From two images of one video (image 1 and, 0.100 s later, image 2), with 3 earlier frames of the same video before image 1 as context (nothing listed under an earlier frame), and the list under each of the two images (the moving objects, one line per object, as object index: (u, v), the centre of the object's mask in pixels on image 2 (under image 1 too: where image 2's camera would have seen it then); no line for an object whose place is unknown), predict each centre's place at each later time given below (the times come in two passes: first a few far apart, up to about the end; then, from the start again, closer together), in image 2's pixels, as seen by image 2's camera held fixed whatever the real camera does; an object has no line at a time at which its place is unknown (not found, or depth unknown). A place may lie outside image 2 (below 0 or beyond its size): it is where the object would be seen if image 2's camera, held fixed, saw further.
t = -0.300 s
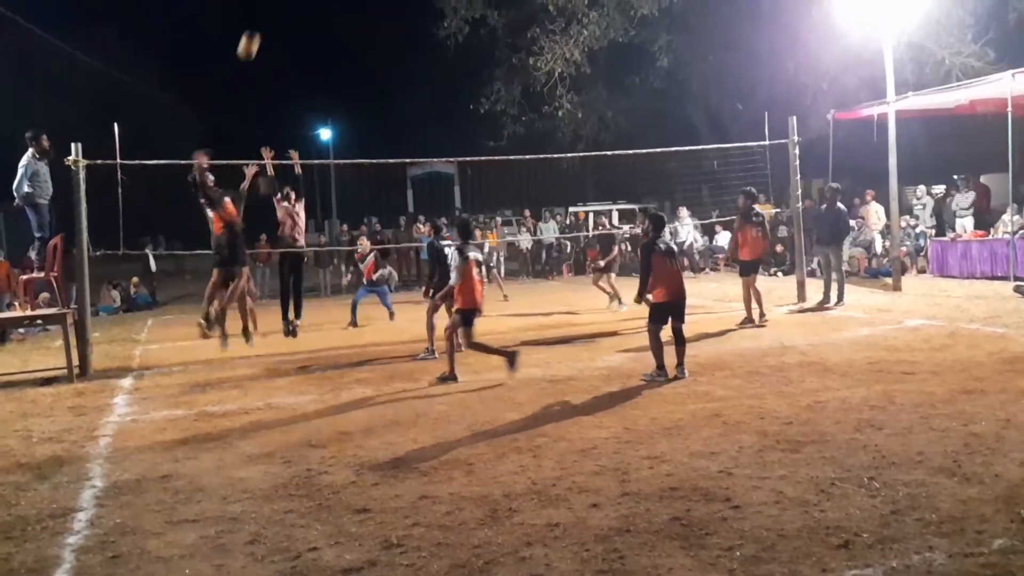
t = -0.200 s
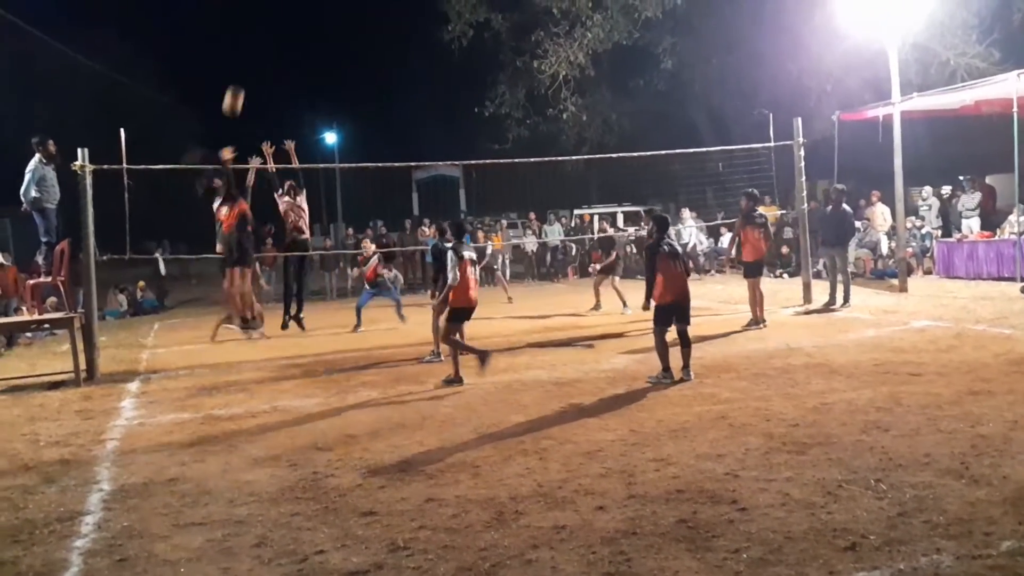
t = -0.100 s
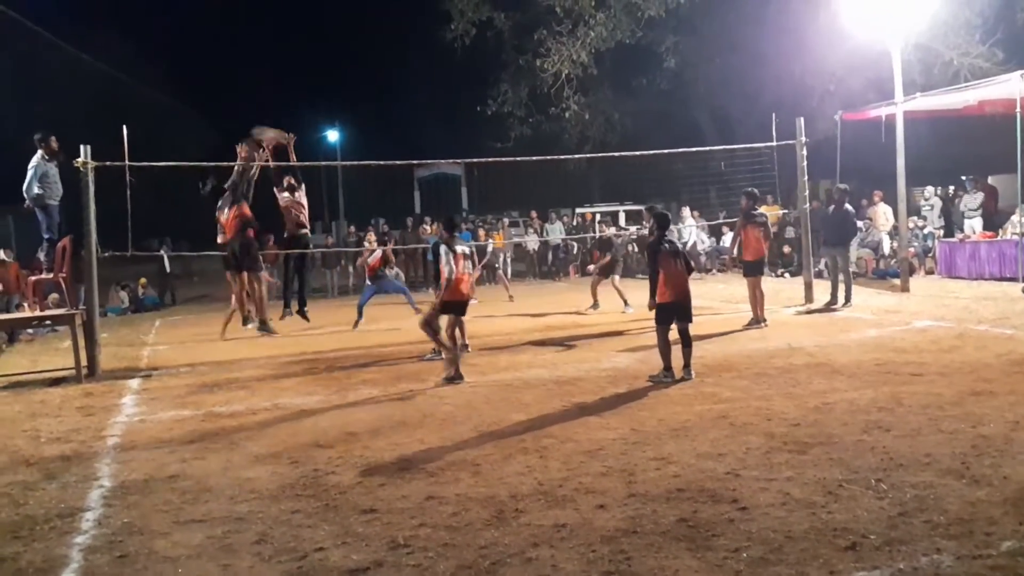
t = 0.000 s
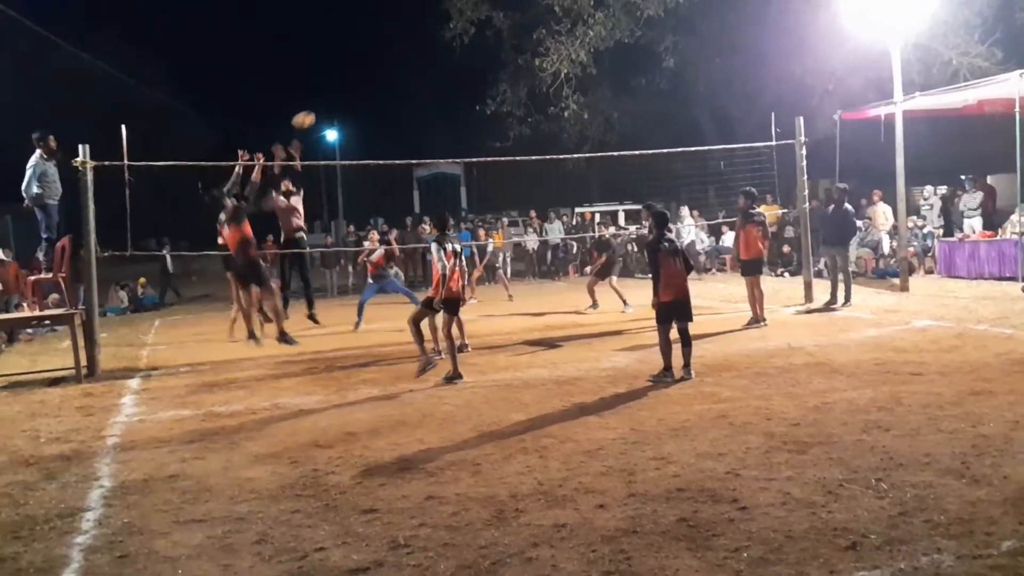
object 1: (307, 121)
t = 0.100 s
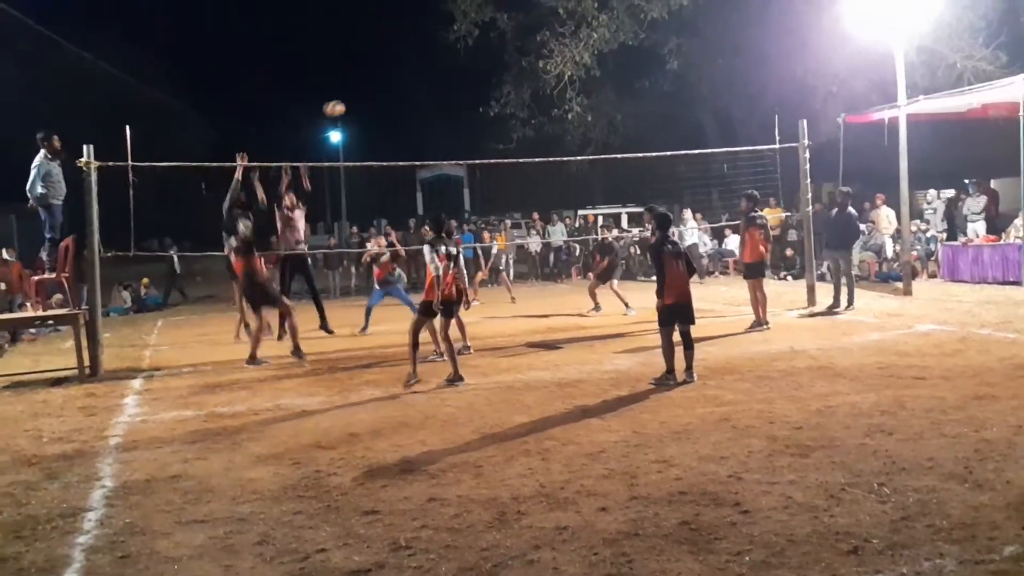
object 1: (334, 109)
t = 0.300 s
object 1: (382, 107)
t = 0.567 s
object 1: (436, 143)
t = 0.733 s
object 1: (465, 184)
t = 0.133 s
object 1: (342, 106)
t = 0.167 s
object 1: (351, 105)
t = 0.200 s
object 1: (359, 104)
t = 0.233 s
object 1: (367, 104)
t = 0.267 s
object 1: (374, 105)
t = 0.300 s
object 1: (382, 107)
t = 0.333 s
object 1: (389, 109)
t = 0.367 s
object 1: (397, 113)
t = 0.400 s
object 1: (403, 116)
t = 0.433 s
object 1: (410, 120)
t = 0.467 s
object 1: (417, 126)
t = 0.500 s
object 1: (423, 131)
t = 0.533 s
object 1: (430, 137)
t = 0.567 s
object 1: (436, 143)
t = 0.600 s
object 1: (442, 151)
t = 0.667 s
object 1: (456, 165)
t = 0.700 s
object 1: (460, 175)
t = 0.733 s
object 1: (465, 184)
